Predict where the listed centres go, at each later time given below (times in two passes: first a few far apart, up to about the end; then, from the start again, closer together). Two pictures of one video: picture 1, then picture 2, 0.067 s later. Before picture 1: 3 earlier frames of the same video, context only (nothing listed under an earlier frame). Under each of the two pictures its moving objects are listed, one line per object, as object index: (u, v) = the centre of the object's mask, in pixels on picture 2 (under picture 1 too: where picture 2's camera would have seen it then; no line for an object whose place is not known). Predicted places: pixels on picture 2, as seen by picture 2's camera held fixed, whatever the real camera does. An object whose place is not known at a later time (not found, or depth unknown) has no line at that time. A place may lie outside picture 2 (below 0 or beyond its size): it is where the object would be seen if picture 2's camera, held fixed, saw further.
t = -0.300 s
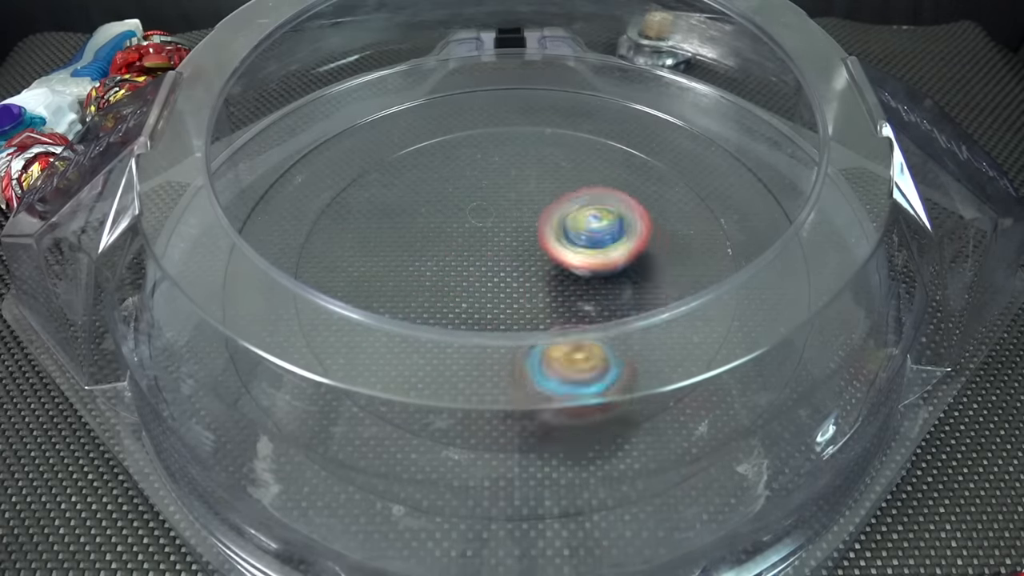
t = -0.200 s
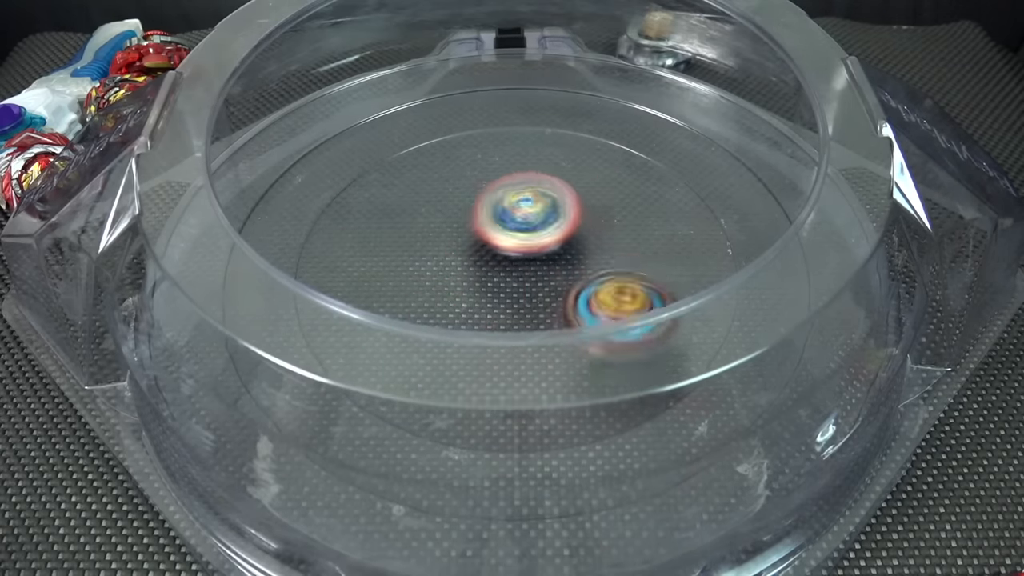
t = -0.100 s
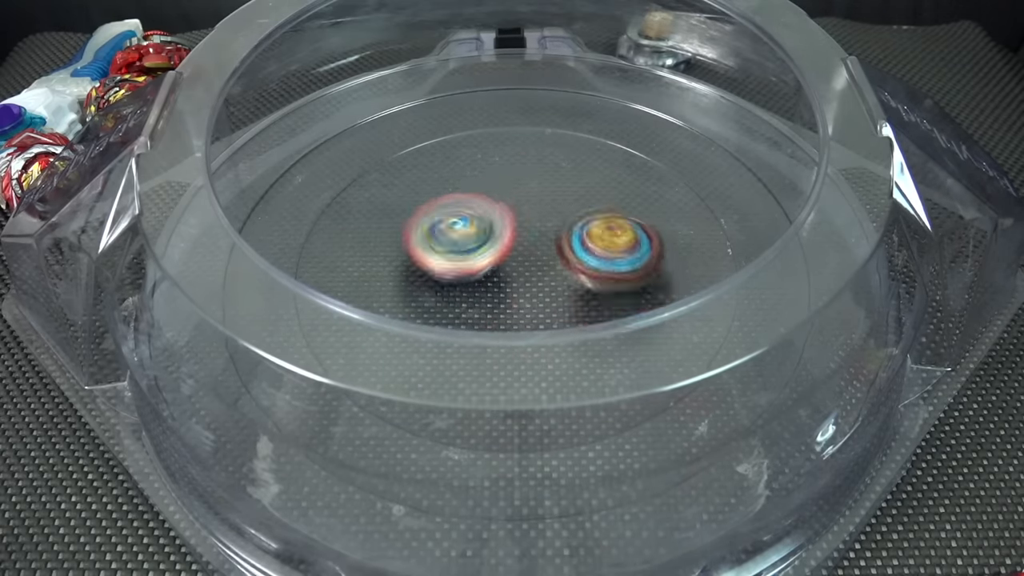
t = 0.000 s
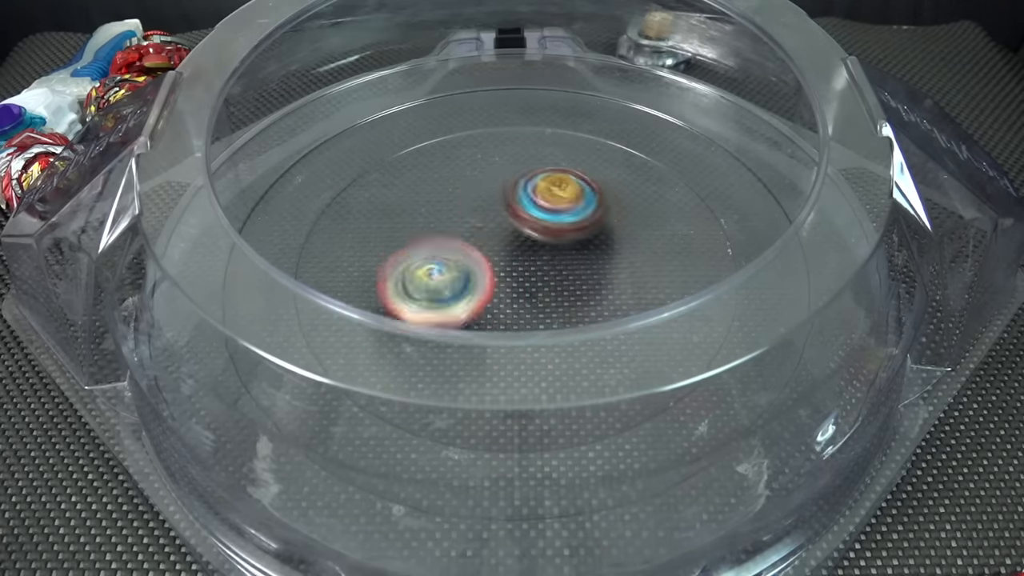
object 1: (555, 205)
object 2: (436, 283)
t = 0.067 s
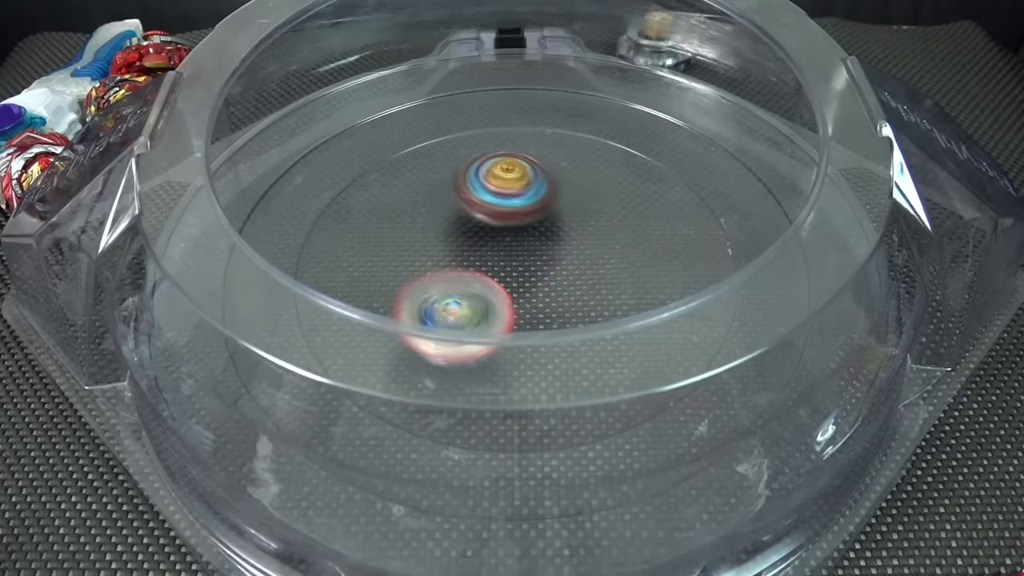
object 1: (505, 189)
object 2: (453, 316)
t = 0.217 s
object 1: (407, 199)
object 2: (556, 333)
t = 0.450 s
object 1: (411, 289)
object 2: (568, 230)
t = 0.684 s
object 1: (586, 282)
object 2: (427, 246)
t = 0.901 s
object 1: (573, 179)
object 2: (488, 328)
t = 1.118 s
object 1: (466, 187)
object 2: (586, 257)
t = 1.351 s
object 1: (482, 299)
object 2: (472, 203)
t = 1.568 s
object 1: (624, 288)
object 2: (451, 288)
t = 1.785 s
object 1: (635, 207)
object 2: (563, 287)
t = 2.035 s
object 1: (516, 147)
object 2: (504, 246)
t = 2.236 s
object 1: (425, 206)
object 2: (482, 302)
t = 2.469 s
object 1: (467, 315)
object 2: (589, 267)
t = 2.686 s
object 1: (596, 314)
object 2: (503, 220)
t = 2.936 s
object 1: (576, 224)
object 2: (468, 294)
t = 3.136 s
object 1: (453, 225)
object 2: (571, 286)
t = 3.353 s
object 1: (437, 297)
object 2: (526, 220)
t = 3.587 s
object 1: (564, 299)
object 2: (455, 275)
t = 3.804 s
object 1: (666, 224)
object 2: (495, 296)
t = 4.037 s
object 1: (607, 173)
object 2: (541, 241)
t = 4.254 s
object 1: (566, 149)
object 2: (456, 243)
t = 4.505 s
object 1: (490, 210)
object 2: (529, 294)
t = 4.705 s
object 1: (453, 268)
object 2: (627, 278)
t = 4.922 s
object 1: (512, 304)
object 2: (650, 232)
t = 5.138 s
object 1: (540, 291)
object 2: (590, 191)
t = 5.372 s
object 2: (525, 157)
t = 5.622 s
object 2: (478, 202)
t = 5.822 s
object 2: (547, 180)
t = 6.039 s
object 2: (562, 208)
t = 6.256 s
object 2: (569, 253)
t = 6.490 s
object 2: (635, 272)
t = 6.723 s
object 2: (608, 275)
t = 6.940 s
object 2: (531, 293)
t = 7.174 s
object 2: (525, 301)
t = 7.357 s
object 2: (523, 302)
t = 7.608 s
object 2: (513, 301)
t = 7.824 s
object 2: (471, 290)
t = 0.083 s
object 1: (493, 187)
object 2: (462, 323)
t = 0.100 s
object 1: (481, 186)
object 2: (472, 328)
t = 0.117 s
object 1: (468, 186)
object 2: (483, 333)
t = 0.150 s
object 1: (446, 188)
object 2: (508, 338)
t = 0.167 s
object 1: (435, 189)
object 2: (521, 339)
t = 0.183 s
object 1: (425, 192)
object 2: (533, 338)
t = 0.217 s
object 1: (407, 199)
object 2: (556, 333)
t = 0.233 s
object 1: (398, 203)
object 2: (566, 329)
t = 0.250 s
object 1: (392, 209)
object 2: (575, 321)
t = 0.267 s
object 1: (386, 214)
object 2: (583, 312)
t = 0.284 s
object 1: (381, 221)
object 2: (587, 298)
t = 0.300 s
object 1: (377, 228)
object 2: (593, 292)
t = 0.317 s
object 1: (376, 235)
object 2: (598, 287)
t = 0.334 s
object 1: (374, 243)
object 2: (601, 282)
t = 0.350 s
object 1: (375, 250)
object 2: (601, 275)
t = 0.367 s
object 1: (377, 259)
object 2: (600, 266)
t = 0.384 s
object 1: (380, 265)
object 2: (596, 258)
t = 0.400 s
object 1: (385, 271)
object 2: (592, 251)
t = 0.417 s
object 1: (392, 277)
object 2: (585, 243)
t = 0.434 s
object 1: (400, 283)
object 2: (577, 236)
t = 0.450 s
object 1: (411, 289)
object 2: (568, 230)
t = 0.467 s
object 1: (421, 293)
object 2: (559, 225)
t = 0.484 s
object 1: (432, 298)
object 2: (548, 221)
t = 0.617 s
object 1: (541, 303)
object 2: (459, 223)
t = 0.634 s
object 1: (557, 298)
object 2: (449, 227)
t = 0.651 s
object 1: (567, 294)
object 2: (441, 233)
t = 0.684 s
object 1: (586, 282)
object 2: (427, 246)
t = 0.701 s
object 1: (593, 276)
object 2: (422, 253)
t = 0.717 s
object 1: (599, 266)
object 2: (419, 261)
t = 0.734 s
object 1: (603, 257)
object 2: (417, 269)
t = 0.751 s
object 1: (604, 247)
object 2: (417, 277)
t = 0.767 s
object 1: (606, 238)
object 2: (420, 283)
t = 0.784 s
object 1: (606, 228)
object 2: (423, 290)
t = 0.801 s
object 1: (604, 220)
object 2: (428, 299)
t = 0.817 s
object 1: (601, 212)
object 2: (435, 306)
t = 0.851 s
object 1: (592, 197)
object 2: (453, 318)
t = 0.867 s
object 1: (587, 190)
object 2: (464, 323)
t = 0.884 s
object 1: (580, 185)
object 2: (475, 326)
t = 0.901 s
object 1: (573, 179)
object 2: (488, 328)
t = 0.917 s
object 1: (566, 174)
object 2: (501, 329)
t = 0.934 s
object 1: (557, 171)
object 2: (514, 328)
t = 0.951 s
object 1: (551, 169)
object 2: (527, 327)
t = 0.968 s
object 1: (540, 166)
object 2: (539, 323)
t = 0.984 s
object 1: (532, 164)
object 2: (549, 319)
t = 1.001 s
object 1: (523, 164)
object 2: (559, 313)
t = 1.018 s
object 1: (513, 165)
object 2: (568, 306)
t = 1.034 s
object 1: (505, 166)
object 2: (573, 294)
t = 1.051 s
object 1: (497, 168)
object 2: (580, 288)
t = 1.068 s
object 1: (488, 171)
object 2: (584, 281)
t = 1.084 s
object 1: (482, 176)
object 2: (586, 274)
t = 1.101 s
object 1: (473, 181)
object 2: (587, 266)
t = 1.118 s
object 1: (466, 187)
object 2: (586, 257)
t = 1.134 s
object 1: (461, 194)
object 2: (583, 248)
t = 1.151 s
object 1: (454, 201)
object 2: (579, 240)
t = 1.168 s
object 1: (449, 211)
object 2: (573, 232)
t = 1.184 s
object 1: (446, 219)
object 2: (567, 226)
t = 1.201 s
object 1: (443, 227)
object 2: (559, 219)
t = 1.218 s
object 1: (441, 238)
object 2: (550, 214)
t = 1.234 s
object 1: (442, 248)
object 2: (541, 209)
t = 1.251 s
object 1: (443, 259)
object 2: (532, 205)
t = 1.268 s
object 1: (445, 268)
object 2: (522, 202)
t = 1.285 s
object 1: (448, 277)
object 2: (513, 201)
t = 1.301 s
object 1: (455, 284)
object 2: (503, 200)
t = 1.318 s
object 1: (463, 290)
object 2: (492, 200)
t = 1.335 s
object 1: (472, 295)
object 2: (482, 201)
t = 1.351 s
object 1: (482, 299)
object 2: (472, 203)
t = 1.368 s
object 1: (494, 303)
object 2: (463, 206)
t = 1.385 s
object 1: (505, 306)
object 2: (455, 210)
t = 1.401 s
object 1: (517, 307)
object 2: (447, 215)
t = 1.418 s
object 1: (528, 308)
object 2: (441, 220)
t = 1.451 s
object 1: (553, 307)
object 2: (431, 235)
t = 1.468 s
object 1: (563, 306)
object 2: (428, 243)
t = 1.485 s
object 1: (575, 305)
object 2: (428, 252)
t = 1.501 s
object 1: (586, 302)
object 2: (428, 261)
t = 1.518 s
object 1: (598, 300)
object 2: (431, 269)
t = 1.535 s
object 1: (606, 296)
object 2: (436, 277)
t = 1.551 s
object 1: (615, 292)
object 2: (442, 283)
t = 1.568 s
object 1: (624, 288)
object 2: (451, 288)
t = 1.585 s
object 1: (630, 284)
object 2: (461, 292)
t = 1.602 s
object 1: (635, 279)
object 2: (470, 301)
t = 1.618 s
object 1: (641, 274)
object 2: (482, 305)
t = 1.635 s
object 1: (644, 269)
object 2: (494, 307)
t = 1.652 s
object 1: (647, 265)
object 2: (507, 308)
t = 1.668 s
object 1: (647, 258)
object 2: (520, 308)
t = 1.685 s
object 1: (645, 251)
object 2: (532, 307)
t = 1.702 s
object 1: (644, 245)
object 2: (543, 304)
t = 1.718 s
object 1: (640, 239)
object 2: (553, 295)
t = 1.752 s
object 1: (640, 222)
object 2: (558, 292)
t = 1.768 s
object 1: (638, 214)
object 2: (561, 290)
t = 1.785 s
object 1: (635, 207)
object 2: (563, 287)
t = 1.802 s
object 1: (630, 201)
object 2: (566, 284)
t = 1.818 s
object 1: (625, 196)
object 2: (569, 279)
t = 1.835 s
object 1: (616, 190)
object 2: (570, 274)
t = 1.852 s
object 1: (608, 186)
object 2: (571, 268)
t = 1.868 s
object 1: (602, 181)
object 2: (570, 263)
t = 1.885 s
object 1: (594, 176)
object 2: (567, 259)
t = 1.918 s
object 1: (580, 165)
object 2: (558, 253)
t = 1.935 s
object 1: (572, 160)
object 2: (552, 250)
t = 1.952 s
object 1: (563, 156)
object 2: (545, 248)
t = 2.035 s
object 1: (516, 147)
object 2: (504, 246)
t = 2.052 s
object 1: (506, 148)
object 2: (497, 248)
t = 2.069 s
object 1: (497, 149)
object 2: (489, 251)
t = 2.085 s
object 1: (488, 152)
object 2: (482, 254)
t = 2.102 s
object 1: (480, 155)
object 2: (476, 259)
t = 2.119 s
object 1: (470, 159)
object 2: (472, 264)
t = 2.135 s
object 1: (462, 164)
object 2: (469, 269)
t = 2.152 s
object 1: (454, 169)
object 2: (467, 275)
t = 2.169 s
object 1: (447, 176)
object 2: (467, 281)
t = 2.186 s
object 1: (441, 182)
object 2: (468, 285)
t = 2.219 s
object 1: (429, 197)
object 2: (476, 293)
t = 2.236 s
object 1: (425, 206)
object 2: (482, 302)
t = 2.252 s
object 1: (422, 214)
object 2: (489, 306)
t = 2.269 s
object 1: (420, 224)
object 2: (498, 309)
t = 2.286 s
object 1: (418, 234)
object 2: (507, 311)
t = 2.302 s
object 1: (418, 242)
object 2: (516, 312)
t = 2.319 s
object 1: (418, 253)
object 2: (526, 311)
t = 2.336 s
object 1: (421, 263)
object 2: (535, 310)
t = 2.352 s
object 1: (425, 273)
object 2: (543, 307)
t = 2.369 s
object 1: (431, 281)
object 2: (551, 297)
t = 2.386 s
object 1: (439, 287)
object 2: (556, 294)
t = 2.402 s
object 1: (444, 293)
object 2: (567, 291)
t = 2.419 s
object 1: (448, 298)
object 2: (577, 286)
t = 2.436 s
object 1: (454, 301)
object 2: (583, 280)
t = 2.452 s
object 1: (461, 304)
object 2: (588, 274)
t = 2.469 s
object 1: (467, 315)
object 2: (589, 267)
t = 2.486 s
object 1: (474, 322)
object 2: (590, 260)
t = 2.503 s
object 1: (483, 328)
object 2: (588, 253)
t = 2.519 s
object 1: (494, 334)
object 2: (585, 248)
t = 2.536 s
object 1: (506, 335)
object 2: (580, 241)
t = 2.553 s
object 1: (518, 335)
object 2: (573, 236)
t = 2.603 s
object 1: (550, 334)
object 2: (551, 224)
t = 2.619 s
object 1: (560, 331)
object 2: (541, 221)
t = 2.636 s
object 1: (570, 332)
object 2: (532, 220)
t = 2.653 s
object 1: (580, 326)
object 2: (522, 219)
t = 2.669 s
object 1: (587, 318)
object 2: (513, 219)
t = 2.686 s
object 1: (596, 314)
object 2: (503, 220)
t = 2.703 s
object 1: (598, 299)
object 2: (494, 222)
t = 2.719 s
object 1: (604, 296)
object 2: (486, 225)
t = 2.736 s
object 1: (609, 292)
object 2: (477, 228)
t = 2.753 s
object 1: (615, 287)
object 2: (469, 232)
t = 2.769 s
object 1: (617, 283)
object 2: (462, 237)
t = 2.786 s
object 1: (619, 279)
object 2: (456, 242)
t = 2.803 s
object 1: (619, 272)
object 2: (452, 248)
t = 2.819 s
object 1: (616, 265)
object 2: (449, 255)
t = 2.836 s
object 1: (614, 258)
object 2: (446, 262)
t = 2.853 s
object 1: (610, 252)
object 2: (446, 269)
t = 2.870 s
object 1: (606, 245)
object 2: (447, 276)
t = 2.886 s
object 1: (599, 239)
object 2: (450, 282)
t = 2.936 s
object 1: (576, 224)
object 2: (468, 294)
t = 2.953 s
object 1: (566, 220)
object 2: (475, 304)
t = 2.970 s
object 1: (557, 217)
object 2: (483, 307)
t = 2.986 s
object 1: (546, 214)
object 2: (494, 310)
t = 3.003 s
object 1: (536, 212)
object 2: (504, 312)
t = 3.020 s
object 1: (526, 210)
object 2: (515, 312)
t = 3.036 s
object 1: (514, 210)
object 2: (524, 312)
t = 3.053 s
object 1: (504, 211)
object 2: (535, 310)
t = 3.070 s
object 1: (492, 212)
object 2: (543, 307)
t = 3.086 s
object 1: (482, 214)
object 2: (552, 303)
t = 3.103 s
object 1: (472, 217)
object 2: (558, 294)
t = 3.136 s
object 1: (453, 225)
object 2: (571, 286)
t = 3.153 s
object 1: (445, 230)
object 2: (575, 281)
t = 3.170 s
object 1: (439, 235)
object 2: (578, 274)
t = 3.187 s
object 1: (433, 240)
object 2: (579, 267)
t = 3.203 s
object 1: (428, 246)
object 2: (579, 261)
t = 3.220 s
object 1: (423, 253)
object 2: (576, 254)
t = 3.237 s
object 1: (420, 259)
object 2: (573, 248)
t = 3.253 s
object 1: (418, 266)
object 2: (568, 241)
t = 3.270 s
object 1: (418, 273)
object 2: (564, 236)
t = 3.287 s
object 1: (419, 279)
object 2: (557, 231)
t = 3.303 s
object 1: (422, 283)
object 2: (550, 227)
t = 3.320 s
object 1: (426, 288)
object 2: (543, 224)
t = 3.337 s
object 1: (431, 293)
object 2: (534, 221)
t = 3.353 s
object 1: (437, 297)
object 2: (526, 220)
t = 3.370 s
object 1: (443, 300)
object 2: (518, 218)
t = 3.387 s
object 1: (451, 303)
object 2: (509, 218)
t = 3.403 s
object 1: (459, 314)
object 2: (499, 219)
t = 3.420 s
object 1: (469, 317)
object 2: (492, 221)
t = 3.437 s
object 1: (478, 320)
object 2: (484, 223)
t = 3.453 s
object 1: (489, 324)
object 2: (476, 226)
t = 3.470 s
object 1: (497, 323)
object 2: (469, 231)
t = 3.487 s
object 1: (509, 323)
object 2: (464, 236)
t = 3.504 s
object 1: (519, 324)
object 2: (459, 241)
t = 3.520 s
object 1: (529, 321)
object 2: (455, 247)
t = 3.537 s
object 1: (537, 307)
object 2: (454, 254)
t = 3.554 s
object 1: (545, 305)
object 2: (453, 261)
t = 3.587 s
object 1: (564, 299)
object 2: (455, 275)
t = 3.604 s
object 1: (575, 295)
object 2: (456, 279)
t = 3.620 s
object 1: (592, 292)
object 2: (450, 280)
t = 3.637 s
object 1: (608, 286)
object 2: (447, 280)
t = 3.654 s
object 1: (620, 281)
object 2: (445, 281)
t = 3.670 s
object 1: (631, 275)
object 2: (445, 282)
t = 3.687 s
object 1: (639, 271)
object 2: (447, 284)
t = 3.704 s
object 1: (645, 266)
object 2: (451, 286)
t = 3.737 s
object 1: (657, 253)
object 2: (462, 290)
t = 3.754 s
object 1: (661, 246)
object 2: (470, 293)
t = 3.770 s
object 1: (663, 238)
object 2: (478, 294)
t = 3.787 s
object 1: (665, 230)
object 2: (485, 295)
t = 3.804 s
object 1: (666, 224)
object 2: (495, 296)
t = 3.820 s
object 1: (667, 218)
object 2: (502, 296)
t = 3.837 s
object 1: (666, 211)
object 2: (511, 294)
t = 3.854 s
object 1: (666, 205)
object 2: (518, 293)
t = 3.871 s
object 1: (663, 200)
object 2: (526, 291)
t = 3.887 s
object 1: (661, 195)
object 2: (531, 287)
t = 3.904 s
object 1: (657, 190)
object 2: (538, 284)
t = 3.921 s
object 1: (653, 187)
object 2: (541, 279)
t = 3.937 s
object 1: (648, 183)
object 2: (545, 273)
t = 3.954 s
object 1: (642, 180)
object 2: (546, 268)
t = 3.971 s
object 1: (636, 178)
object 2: (548, 262)
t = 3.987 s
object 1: (630, 176)
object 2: (547, 257)
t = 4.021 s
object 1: (615, 174)
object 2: (544, 246)
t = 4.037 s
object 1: (607, 173)
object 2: (541, 241)
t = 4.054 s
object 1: (605, 170)
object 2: (534, 238)
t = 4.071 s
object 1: (606, 162)
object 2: (523, 237)
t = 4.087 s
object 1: (606, 158)
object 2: (513, 237)
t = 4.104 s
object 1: (606, 159)
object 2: (503, 235)
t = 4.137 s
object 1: (599, 152)
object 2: (488, 232)
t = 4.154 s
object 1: (595, 150)
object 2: (482, 232)
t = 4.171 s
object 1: (591, 148)
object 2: (476, 232)
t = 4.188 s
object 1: (586, 146)
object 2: (471, 232)
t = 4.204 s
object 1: (582, 146)
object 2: (466, 234)
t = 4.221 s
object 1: (576, 146)
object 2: (462, 236)
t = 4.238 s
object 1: (572, 147)
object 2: (458, 240)
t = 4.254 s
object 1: (566, 149)
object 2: (456, 243)
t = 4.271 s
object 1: (561, 151)
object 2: (454, 248)
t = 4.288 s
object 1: (555, 154)
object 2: (454, 253)
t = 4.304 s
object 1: (550, 156)
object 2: (455, 258)
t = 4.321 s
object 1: (543, 160)
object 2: (458, 263)
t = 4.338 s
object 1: (538, 163)
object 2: (462, 267)
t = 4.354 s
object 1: (532, 168)
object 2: (467, 271)
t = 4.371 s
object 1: (526, 173)
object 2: (473, 276)
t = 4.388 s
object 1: (520, 179)
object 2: (479, 278)
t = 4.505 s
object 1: (490, 210)
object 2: (529, 294)
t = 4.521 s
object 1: (485, 215)
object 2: (535, 295)
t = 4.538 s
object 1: (482, 222)
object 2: (544, 295)
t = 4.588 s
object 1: (476, 242)
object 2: (564, 292)
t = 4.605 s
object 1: (475, 249)
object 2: (570, 289)
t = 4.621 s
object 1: (471, 252)
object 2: (582, 287)
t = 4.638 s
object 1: (464, 253)
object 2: (595, 286)
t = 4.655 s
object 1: (460, 255)
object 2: (605, 284)
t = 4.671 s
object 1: (456, 259)
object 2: (614, 282)
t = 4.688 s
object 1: (454, 263)
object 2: (621, 280)
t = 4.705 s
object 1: (453, 268)
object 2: (627, 278)
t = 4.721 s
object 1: (452, 273)
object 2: (633, 276)
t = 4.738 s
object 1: (453, 278)
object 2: (638, 272)
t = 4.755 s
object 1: (454, 283)
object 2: (643, 269)
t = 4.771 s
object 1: (457, 287)
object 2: (648, 266)
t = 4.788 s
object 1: (460, 291)
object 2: (651, 263)
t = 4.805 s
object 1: (466, 294)
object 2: (655, 259)
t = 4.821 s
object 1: (470, 297)
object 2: (657, 256)
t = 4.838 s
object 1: (477, 298)
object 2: (658, 251)
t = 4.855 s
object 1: (484, 300)
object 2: (659, 247)
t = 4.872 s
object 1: (491, 302)
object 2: (658, 243)
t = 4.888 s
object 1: (497, 303)
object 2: (656, 239)
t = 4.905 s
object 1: (504, 303)
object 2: (653, 235)
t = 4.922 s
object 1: (512, 304)
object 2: (650, 232)
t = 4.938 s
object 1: (518, 303)
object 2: (644, 229)
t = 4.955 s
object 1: (526, 302)
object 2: (638, 227)
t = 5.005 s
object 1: (545, 297)
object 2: (616, 225)
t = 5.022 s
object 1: (549, 295)
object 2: (609, 225)
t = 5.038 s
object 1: (548, 295)
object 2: (609, 219)
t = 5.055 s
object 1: (544, 296)
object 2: (609, 211)
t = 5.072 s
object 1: (542, 296)
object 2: (607, 205)
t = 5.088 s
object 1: (540, 295)
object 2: (604, 200)
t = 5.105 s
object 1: (540, 294)
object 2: (600, 196)
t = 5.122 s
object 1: (540, 293)
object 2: (596, 193)
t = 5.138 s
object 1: (540, 291)
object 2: (590, 191)
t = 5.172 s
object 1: (538, 286)
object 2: (579, 188)
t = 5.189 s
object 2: (573, 187)
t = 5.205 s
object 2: (567, 187)
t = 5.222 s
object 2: (560, 188)
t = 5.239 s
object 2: (554, 189)
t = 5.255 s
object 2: (550, 186)
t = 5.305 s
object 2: (542, 166)
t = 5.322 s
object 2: (539, 162)
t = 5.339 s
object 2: (534, 160)
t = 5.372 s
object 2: (525, 157)
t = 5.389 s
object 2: (520, 157)
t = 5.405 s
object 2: (515, 156)
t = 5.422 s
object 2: (510, 157)
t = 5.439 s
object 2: (506, 158)
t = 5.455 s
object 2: (501, 159)
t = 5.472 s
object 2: (497, 161)
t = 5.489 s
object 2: (492, 165)
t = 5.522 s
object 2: (486, 171)
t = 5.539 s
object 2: (483, 176)
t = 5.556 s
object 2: (481, 181)
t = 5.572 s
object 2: (480, 186)
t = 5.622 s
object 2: (478, 202)
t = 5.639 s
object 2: (477, 208)
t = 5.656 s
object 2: (478, 213)
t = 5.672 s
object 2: (486, 208)
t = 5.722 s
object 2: (514, 188)
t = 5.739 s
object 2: (520, 184)
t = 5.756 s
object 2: (527, 181)
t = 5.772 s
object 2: (535, 180)
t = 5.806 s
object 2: (543, 180)
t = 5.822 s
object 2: (547, 180)
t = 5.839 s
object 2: (549, 182)
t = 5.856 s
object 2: (551, 183)
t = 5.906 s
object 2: (556, 186)
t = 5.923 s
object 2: (557, 188)
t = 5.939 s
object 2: (559, 191)
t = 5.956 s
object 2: (560, 193)
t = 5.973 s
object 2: (560, 195)
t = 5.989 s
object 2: (561, 198)
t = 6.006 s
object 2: (561, 201)
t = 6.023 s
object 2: (562, 205)
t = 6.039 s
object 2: (562, 208)
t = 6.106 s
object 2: (559, 226)
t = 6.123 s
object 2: (559, 231)
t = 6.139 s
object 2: (557, 235)
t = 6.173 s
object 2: (555, 245)
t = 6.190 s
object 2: (552, 249)
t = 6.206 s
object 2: (556, 250)
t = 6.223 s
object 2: (559, 249)
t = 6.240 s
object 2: (566, 250)
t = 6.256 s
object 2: (569, 253)
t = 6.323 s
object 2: (588, 265)
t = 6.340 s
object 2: (596, 268)
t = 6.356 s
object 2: (605, 270)
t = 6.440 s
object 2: (632, 271)
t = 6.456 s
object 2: (634, 270)
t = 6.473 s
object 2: (636, 272)
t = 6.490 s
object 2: (635, 272)
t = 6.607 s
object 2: (630, 273)
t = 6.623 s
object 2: (628, 272)
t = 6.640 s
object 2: (628, 272)
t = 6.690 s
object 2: (617, 274)
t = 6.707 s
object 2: (613, 274)
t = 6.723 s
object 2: (608, 275)
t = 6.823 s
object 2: (566, 284)
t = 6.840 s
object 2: (559, 286)
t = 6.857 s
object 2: (552, 287)
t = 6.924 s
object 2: (535, 292)
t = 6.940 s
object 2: (531, 293)
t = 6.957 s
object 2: (529, 295)
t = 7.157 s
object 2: (525, 301)
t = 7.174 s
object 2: (525, 301)
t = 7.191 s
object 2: (526, 301)
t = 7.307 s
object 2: (524, 301)
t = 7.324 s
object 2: (524, 302)
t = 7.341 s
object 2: (524, 302)
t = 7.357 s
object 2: (523, 302)
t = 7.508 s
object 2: (513, 302)
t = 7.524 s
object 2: (513, 302)
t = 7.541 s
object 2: (513, 302)
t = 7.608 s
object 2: (513, 301)
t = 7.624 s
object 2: (513, 301)
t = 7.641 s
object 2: (512, 300)
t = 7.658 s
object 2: (509, 298)
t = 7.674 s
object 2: (507, 297)
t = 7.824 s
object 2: (471, 290)
